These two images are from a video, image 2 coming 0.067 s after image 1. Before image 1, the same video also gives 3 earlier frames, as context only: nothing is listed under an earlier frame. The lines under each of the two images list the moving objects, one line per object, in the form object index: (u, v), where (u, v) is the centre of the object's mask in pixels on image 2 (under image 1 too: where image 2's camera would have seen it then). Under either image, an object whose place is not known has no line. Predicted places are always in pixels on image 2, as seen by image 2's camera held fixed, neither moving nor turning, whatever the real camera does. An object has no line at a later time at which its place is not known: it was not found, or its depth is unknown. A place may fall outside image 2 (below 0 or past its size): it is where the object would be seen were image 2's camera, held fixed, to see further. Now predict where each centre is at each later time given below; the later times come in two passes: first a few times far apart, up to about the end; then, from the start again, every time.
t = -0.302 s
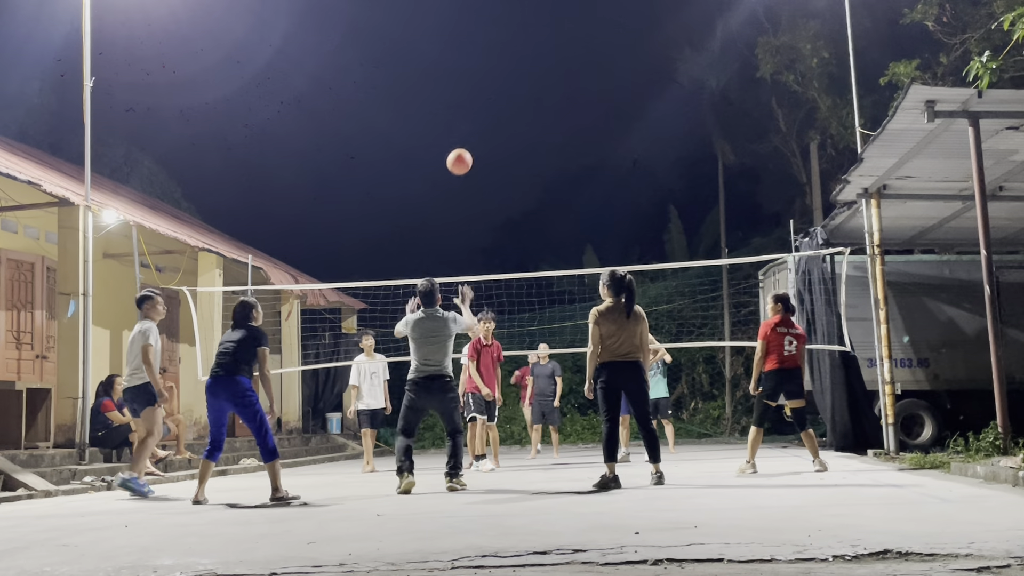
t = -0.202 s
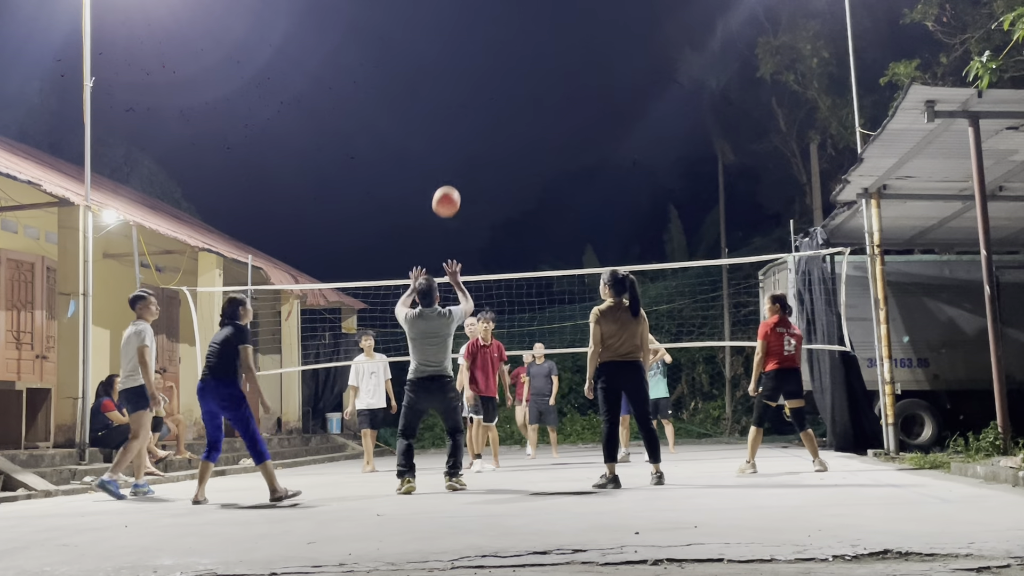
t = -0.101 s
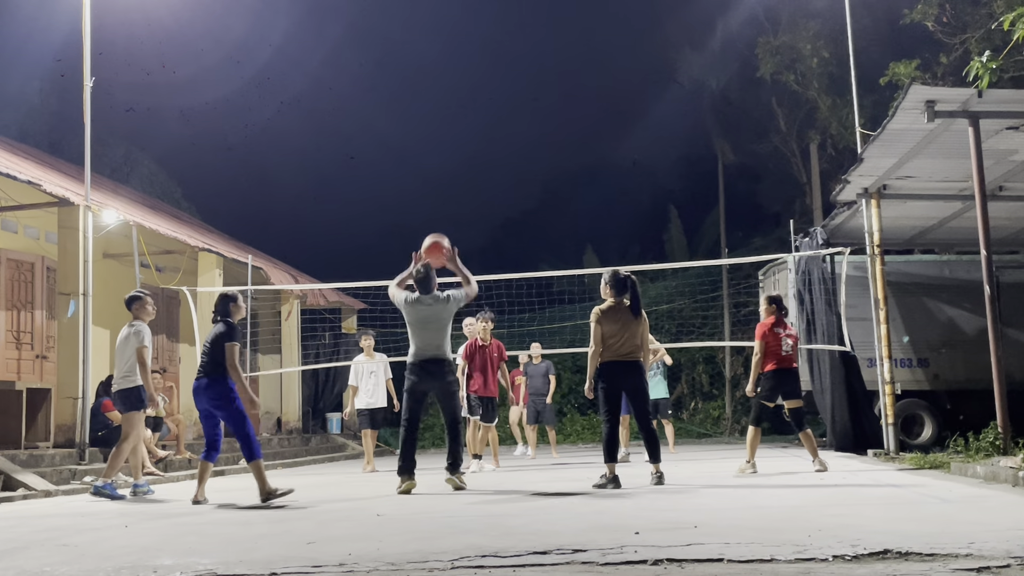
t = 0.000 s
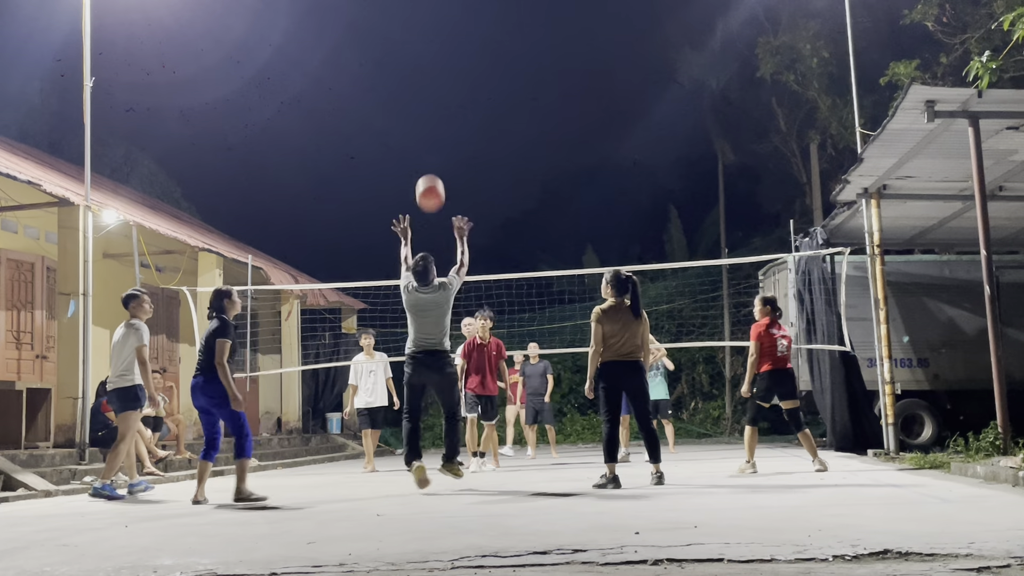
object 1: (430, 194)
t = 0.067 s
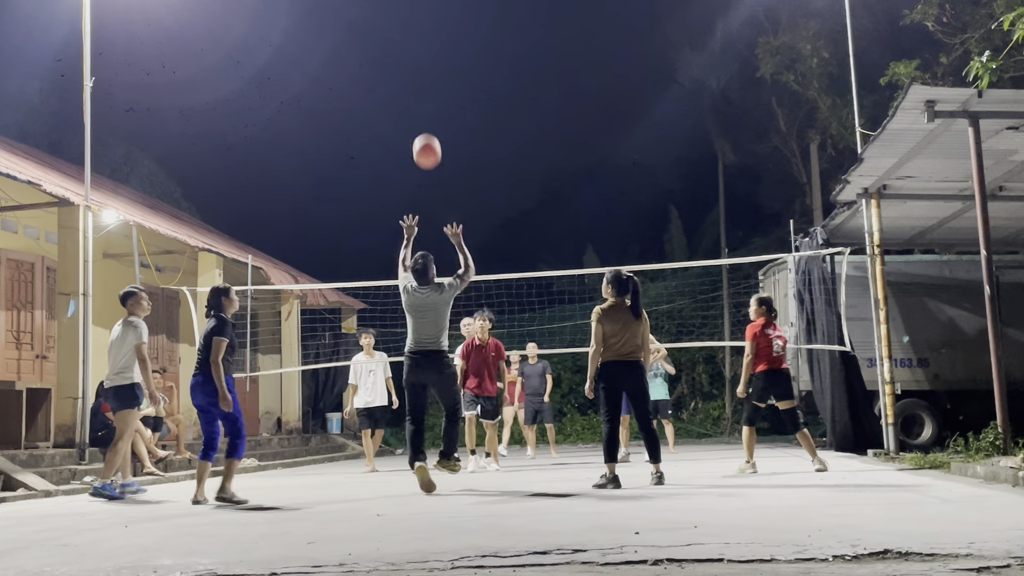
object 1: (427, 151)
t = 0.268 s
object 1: (418, 67)
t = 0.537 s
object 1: (412, 37)
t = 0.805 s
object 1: (409, 77)
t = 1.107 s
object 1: (410, 189)
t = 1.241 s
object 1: (411, 258)
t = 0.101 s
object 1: (425, 134)
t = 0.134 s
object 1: (424, 117)
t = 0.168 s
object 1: (422, 103)
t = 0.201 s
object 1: (420, 88)
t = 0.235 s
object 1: (419, 77)
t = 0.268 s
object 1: (418, 67)
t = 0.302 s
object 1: (416, 59)
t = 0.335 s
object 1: (415, 52)
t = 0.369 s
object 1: (414, 47)
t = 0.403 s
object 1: (414, 42)
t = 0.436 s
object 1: (413, 39)
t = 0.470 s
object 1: (413, 37)
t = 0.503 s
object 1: (412, 37)
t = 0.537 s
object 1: (412, 37)
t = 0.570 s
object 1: (411, 39)
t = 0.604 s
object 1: (411, 41)
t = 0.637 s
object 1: (410, 45)
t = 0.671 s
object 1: (410, 50)
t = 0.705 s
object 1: (410, 55)
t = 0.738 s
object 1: (409, 62)
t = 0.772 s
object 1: (409, 69)
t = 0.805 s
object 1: (409, 77)
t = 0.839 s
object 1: (409, 87)
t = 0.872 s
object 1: (409, 97)
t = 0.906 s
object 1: (409, 108)
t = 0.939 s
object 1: (409, 119)
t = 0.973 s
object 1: (409, 132)
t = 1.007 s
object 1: (409, 145)
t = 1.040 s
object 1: (410, 159)
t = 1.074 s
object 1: (410, 174)
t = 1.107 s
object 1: (410, 189)
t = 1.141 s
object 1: (411, 205)
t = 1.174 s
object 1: (411, 222)
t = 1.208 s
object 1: (411, 239)
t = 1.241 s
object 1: (411, 258)
